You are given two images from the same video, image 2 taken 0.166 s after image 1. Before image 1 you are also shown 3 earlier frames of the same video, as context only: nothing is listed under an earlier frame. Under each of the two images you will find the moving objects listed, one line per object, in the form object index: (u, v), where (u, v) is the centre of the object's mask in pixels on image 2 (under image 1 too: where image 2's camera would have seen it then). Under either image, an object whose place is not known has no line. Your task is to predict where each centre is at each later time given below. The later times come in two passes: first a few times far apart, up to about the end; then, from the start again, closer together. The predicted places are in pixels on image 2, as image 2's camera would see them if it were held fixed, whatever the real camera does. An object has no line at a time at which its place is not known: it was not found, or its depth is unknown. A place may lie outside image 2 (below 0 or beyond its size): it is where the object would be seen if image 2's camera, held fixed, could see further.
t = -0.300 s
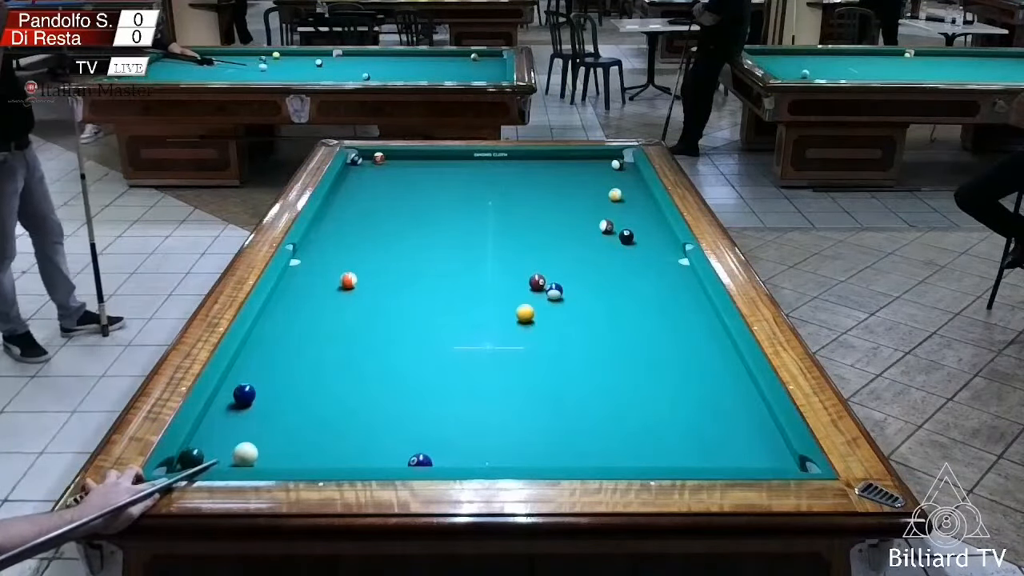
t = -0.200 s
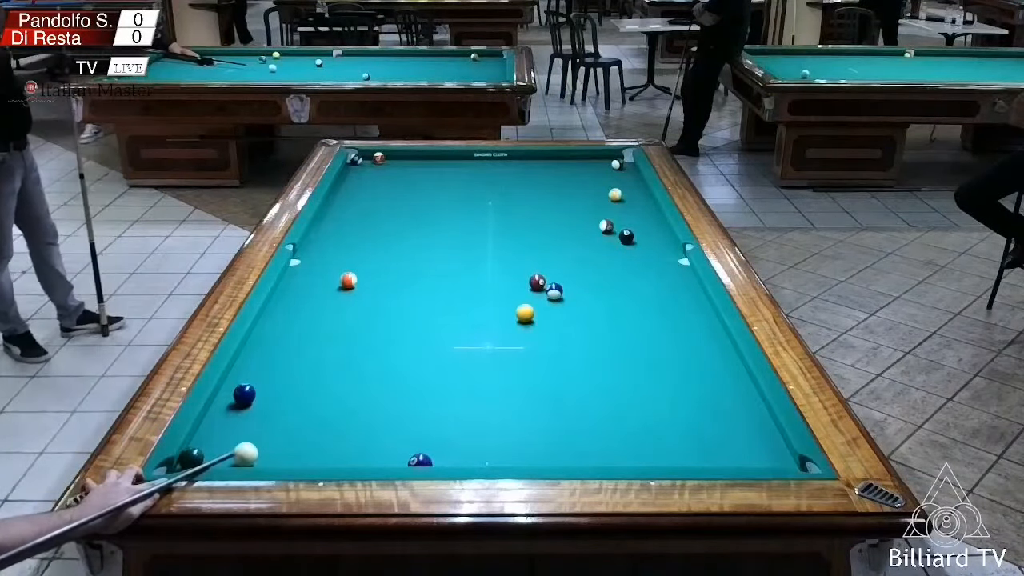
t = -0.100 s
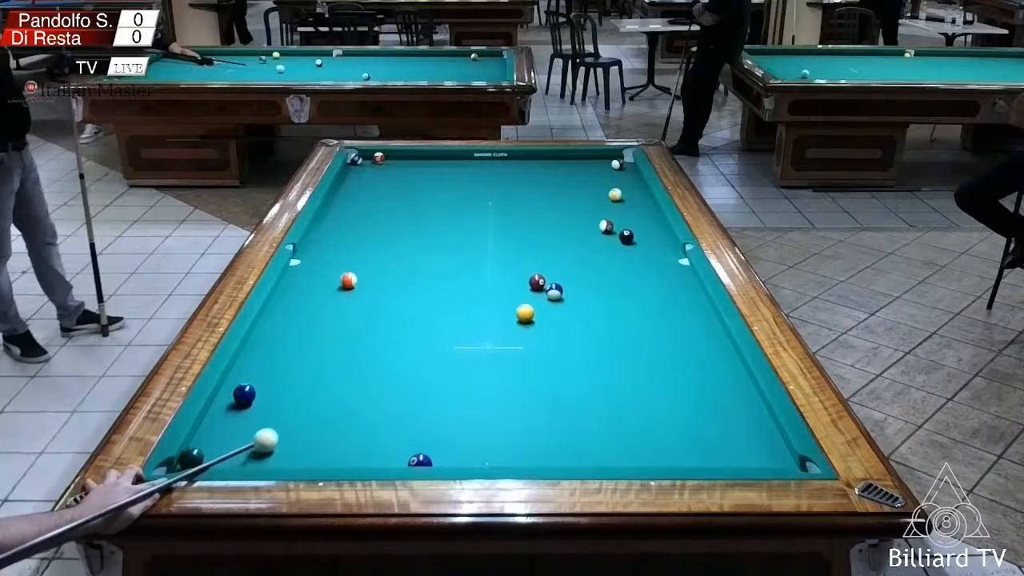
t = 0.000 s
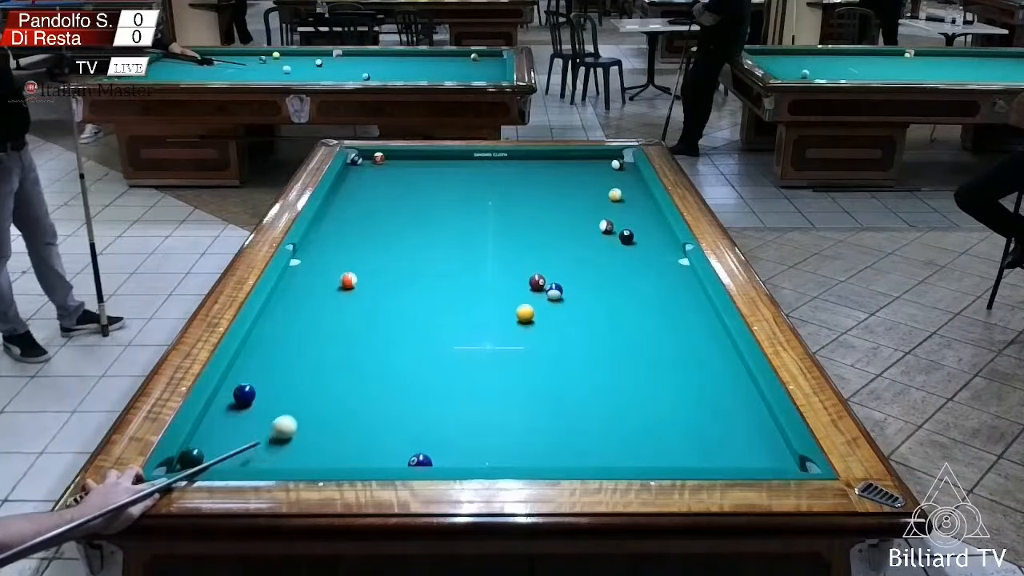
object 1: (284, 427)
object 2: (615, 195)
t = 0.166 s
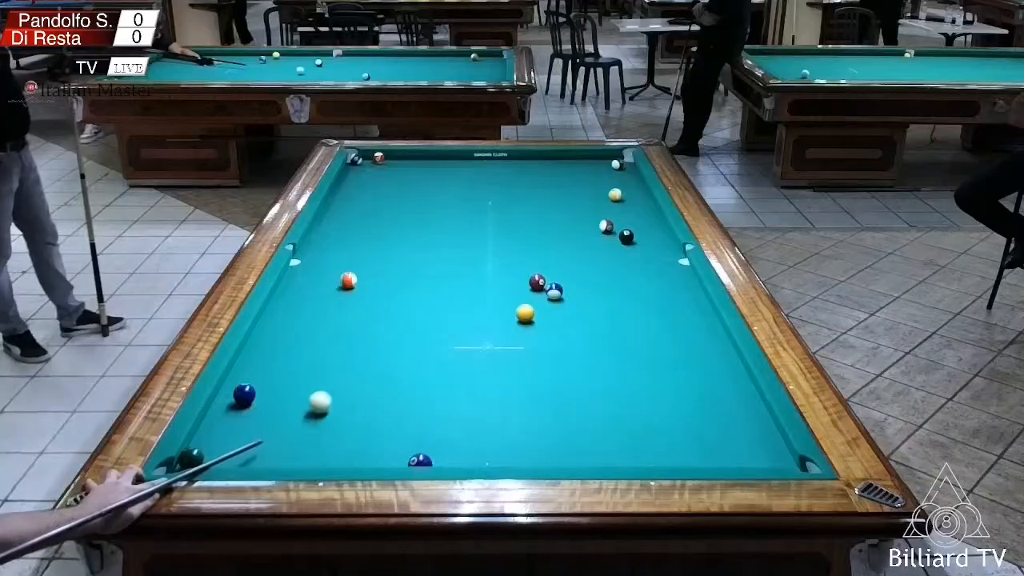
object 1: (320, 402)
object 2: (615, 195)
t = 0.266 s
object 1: (342, 387)
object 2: (615, 195)
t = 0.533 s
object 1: (385, 357)
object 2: (615, 195)
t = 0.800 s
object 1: (425, 329)
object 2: (615, 195)
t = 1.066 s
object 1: (460, 305)
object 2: (615, 195)
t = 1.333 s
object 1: (490, 283)
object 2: (615, 195)
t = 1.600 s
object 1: (517, 264)
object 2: (615, 195)
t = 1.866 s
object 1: (540, 247)
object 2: (615, 195)
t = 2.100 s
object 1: (559, 234)
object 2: (615, 195)
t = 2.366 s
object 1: (578, 220)
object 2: (615, 195)
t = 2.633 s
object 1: (595, 209)
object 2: (615, 195)
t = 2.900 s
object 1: (610, 198)
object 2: (618, 193)
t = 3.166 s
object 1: (615, 197)
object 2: (625, 187)
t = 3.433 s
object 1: (619, 195)
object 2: (632, 181)
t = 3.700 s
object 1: (622, 193)
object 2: (635, 176)
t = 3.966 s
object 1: (626, 192)
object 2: (628, 173)
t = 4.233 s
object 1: (628, 191)
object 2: (622, 170)
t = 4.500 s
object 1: (630, 190)
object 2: (617, 168)
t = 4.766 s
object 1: (632, 189)
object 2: (611, 166)
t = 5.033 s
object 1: (634, 188)
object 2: (606, 165)
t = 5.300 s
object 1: (635, 188)
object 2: (601, 164)
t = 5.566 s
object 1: (636, 188)
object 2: (596, 164)
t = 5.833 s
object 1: (637, 187)
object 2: (593, 163)
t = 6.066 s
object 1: (637, 187)
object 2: (591, 163)
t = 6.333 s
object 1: (637, 188)
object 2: (589, 163)
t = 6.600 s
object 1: (637, 188)
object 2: (588, 163)
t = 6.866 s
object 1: (637, 188)
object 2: (587, 163)
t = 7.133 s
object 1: (637, 188)
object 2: (587, 163)
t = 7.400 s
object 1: (637, 187)
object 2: (587, 163)
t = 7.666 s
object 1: (637, 188)
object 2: (587, 163)
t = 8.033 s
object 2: (587, 162)
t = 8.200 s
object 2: (587, 163)
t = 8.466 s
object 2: (587, 163)
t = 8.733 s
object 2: (587, 163)
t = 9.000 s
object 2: (587, 163)
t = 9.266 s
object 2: (587, 163)
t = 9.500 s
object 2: (587, 163)
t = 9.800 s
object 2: (587, 163)
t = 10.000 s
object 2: (587, 163)
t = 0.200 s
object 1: (330, 395)
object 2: (615, 195)
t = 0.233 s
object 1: (336, 391)
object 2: (615, 195)
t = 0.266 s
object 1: (342, 387)
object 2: (615, 195)
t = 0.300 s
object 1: (349, 382)
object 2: (615, 195)
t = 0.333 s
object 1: (351, 381)
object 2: (615, 195)
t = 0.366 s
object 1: (357, 376)
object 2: (615, 195)
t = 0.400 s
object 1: (363, 372)
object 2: (615, 195)
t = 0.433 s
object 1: (369, 368)
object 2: (615, 195)
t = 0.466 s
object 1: (375, 364)
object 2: (615, 195)
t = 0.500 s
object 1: (380, 360)
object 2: (615, 195)
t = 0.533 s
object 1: (385, 357)
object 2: (615, 195)
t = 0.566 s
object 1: (391, 353)
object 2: (615, 195)
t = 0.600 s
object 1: (398, 348)
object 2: (615, 195)
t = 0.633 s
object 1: (403, 344)
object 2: (615, 195)
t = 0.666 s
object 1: (406, 343)
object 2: (615, 195)
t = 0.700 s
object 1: (411, 339)
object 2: (615, 195)
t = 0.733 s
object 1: (416, 335)
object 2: (615, 195)
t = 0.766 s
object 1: (421, 332)
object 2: (615, 195)
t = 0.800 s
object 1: (425, 329)
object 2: (615, 195)
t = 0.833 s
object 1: (430, 325)
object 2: (615, 195)
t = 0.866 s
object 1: (434, 323)
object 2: (615, 195)
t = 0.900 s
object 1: (439, 319)
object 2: (615, 195)
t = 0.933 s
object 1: (443, 317)
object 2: (615, 195)
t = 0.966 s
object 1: (447, 314)
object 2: (615, 195)
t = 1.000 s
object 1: (454, 309)
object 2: (615, 195)
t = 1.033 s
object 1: (458, 306)
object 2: (615, 195)
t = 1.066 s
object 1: (460, 305)
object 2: (615, 195)
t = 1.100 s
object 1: (464, 302)
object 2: (615, 195)
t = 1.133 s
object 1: (467, 299)
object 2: (615, 195)
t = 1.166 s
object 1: (471, 296)
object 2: (615, 195)
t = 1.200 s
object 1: (475, 294)
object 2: (615, 195)
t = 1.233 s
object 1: (479, 291)
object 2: (615, 195)
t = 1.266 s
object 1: (483, 288)
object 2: (615, 195)
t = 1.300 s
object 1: (486, 286)
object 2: (615, 195)
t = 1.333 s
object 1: (490, 283)
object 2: (615, 195)
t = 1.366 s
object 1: (493, 281)
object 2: (615, 195)
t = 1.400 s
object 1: (498, 277)
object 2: (615, 195)
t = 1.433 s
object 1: (500, 276)
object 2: (615, 195)
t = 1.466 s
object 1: (503, 274)
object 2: (615, 195)
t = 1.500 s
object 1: (507, 271)
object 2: (615, 195)
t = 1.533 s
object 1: (510, 269)
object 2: (615, 195)
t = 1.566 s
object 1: (513, 266)
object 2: (615, 195)
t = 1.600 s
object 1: (517, 264)
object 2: (615, 195)
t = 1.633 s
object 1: (520, 262)
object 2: (615, 195)
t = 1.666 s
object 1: (523, 260)
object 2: (615, 195)
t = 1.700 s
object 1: (526, 258)
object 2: (615, 195)
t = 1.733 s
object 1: (529, 256)
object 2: (615, 195)
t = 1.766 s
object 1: (532, 253)
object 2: (615, 195)
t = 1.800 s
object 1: (535, 251)
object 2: (615, 195)
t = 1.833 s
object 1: (537, 250)
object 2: (615, 195)
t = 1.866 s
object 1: (540, 247)
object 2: (615, 195)
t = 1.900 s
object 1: (543, 246)
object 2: (615, 195)
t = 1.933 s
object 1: (546, 244)
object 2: (615, 195)
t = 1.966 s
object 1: (548, 242)
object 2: (615, 195)
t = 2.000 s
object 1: (551, 240)
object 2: (615, 195)
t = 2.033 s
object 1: (554, 238)
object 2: (615, 195)
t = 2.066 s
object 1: (556, 236)
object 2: (615, 195)
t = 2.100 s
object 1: (559, 234)
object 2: (615, 195)
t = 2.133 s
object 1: (562, 233)
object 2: (615, 195)
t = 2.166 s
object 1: (564, 231)
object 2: (615, 195)
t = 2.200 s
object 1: (567, 229)
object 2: (615, 195)
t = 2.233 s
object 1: (568, 228)
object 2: (615, 195)
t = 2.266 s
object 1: (571, 226)
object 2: (615, 195)
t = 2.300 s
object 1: (574, 224)
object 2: (615, 195)
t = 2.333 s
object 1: (576, 222)
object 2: (615, 195)
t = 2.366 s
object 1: (578, 220)
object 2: (615, 195)
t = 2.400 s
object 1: (580, 219)
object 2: (615, 195)
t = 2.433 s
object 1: (583, 217)
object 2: (615, 195)
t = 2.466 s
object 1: (585, 216)
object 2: (615, 195)
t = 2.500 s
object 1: (587, 214)
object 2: (615, 195)
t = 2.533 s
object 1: (589, 213)
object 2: (615, 195)
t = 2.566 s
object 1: (591, 212)
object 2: (615, 195)
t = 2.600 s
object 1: (594, 210)
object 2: (615, 195)
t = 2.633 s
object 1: (595, 209)
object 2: (615, 195)
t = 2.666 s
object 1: (598, 207)
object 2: (615, 195)
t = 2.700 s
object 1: (600, 205)
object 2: (615, 195)
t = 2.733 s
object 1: (602, 204)
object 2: (615, 195)
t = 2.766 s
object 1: (604, 203)
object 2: (615, 194)
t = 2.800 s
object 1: (606, 201)
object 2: (616, 194)
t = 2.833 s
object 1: (608, 200)
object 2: (616, 194)
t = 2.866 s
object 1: (609, 199)
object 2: (616, 193)
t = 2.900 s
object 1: (610, 198)
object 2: (618, 193)
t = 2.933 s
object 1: (611, 198)
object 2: (618, 192)
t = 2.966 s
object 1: (611, 198)
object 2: (619, 191)
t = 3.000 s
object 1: (612, 198)
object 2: (620, 190)
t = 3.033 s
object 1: (613, 197)
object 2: (621, 189)
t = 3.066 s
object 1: (613, 197)
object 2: (622, 189)
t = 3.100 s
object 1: (614, 197)
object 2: (623, 188)
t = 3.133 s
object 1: (614, 197)
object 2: (624, 187)
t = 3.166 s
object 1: (615, 197)
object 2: (625, 187)
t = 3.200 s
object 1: (615, 196)
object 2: (626, 186)
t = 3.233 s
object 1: (616, 196)
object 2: (626, 185)
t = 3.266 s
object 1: (616, 196)
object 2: (627, 185)
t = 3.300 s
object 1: (617, 196)
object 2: (627, 184)
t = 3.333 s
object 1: (618, 195)
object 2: (628, 184)
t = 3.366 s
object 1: (618, 195)
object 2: (630, 183)
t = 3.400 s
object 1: (619, 195)
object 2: (631, 182)
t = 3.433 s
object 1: (619, 195)
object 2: (632, 181)
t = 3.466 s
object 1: (620, 194)
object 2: (633, 180)
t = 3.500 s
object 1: (620, 194)
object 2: (634, 180)
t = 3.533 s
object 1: (620, 194)
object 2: (635, 179)
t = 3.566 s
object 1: (621, 194)
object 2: (635, 178)
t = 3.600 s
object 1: (621, 194)
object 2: (636, 177)
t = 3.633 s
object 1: (622, 193)
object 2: (636, 177)
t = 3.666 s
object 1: (622, 193)
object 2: (636, 177)
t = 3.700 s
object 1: (622, 193)
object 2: (635, 176)
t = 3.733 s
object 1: (623, 193)
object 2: (634, 176)
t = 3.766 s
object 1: (623, 193)
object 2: (634, 175)
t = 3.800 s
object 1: (624, 193)
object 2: (632, 174)
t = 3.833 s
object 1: (624, 192)
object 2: (631, 174)
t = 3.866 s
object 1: (625, 192)
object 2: (631, 174)
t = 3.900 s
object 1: (625, 192)
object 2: (630, 174)
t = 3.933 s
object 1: (625, 192)
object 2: (629, 173)
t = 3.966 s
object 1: (626, 192)
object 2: (628, 173)
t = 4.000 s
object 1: (626, 192)
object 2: (627, 172)
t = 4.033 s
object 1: (626, 192)
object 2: (627, 172)
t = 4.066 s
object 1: (627, 192)
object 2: (626, 172)
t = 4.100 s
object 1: (627, 191)
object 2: (625, 171)
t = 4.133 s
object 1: (627, 191)
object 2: (624, 171)
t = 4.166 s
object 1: (628, 191)
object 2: (623, 170)
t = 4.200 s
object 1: (628, 191)
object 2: (623, 170)
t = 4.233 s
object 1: (628, 191)
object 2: (622, 170)
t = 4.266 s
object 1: (629, 191)
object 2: (621, 169)
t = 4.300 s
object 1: (629, 191)
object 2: (621, 169)
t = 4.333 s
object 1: (629, 191)
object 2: (620, 169)
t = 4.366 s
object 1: (629, 190)
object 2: (619, 169)
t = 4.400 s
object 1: (630, 190)
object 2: (619, 168)
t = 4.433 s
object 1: (630, 190)
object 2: (618, 168)
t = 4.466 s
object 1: (630, 190)
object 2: (618, 168)
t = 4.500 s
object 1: (630, 190)
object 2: (617, 168)
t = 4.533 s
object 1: (631, 190)
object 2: (616, 168)
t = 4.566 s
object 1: (631, 190)
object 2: (615, 167)
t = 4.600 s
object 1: (631, 189)
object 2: (614, 167)
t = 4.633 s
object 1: (631, 189)
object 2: (613, 167)
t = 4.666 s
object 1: (632, 189)
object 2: (612, 167)
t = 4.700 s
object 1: (632, 189)
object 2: (611, 167)
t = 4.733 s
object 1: (632, 189)
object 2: (611, 166)
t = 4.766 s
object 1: (632, 189)
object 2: (611, 166)
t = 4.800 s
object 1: (633, 189)
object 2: (610, 166)
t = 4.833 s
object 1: (633, 189)
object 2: (609, 166)
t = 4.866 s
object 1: (633, 189)
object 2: (609, 166)
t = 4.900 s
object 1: (633, 188)
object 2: (608, 166)
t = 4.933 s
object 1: (633, 188)
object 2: (608, 166)
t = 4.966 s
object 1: (634, 188)
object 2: (607, 166)
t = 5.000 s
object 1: (634, 188)
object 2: (606, 165)
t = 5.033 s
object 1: (634, 188)
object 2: (606, 165)
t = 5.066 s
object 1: (634, 188)
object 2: (605, 165)
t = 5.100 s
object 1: (634, 188)
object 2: (604, 165)
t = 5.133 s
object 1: (635, 188)
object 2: (604, 165)
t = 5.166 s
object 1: (635, 188)
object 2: (603, 165)
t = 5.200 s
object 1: (635, 188)
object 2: (602, 165)
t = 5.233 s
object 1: (635, 188)
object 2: (602, 164)
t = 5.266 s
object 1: (635, 188)
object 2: (601, 164)
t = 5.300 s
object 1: (635, 188)
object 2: (601, 164)
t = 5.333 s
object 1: (636, 188)
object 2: (600, 164)
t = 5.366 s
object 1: (636, 188)
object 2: (599, 164)
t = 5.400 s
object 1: (636, 188)
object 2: (599, 164)
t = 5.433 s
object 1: (636, 188)
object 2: (598, 164)
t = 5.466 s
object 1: (636, 188)
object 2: (598, 164)
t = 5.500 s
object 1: (636, 188)
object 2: (597, 164)
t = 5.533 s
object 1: (636, 188)
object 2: (597, 164)
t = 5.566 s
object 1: (636, 188)
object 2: (596, 164)
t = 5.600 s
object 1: (636, 188)
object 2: (596, 164)
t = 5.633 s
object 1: (636, 188)
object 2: (596, 164)
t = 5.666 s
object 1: (637, 188)
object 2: (595, 164)
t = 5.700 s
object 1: (637, 188)
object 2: (595, 164)
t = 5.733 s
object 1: (637, 187)
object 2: (594, 164)
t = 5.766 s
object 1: (637, 187)
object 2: (594, 164)
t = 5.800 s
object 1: (637, 187)
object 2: (594, 163)
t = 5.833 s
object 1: (637, 187)
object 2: (593, 163)
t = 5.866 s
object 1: (637, 187)
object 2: (593, 163)
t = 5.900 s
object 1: (637, 187)
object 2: (593, 163)
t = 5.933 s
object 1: (637, 187)
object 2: (592, 163)
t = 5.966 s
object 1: (637, 187)
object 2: (592, 163)
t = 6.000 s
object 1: (637, 187)
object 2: (592, 163)
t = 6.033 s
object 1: (637, 187)
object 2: (591, 163)
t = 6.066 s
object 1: (637, 187)
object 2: (591, 163)
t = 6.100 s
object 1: (637, 187)
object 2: (591, 163)
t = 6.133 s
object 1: (637, 187)
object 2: (590, 163)
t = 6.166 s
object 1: (637, 187)
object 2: (590, 163)
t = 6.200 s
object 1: (637, 187)
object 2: (590, 163)
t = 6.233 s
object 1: (637, 187)
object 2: (590, 163)
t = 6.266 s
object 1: (637, 188)
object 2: (590, 163)
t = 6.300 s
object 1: (637, 188)
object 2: (589, 163)
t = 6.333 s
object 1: (637, 188)
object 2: (589, 163)
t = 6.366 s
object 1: (637, 188)
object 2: (589, 163)
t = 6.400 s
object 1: (637, 187)
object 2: (589, 163)
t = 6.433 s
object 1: (637, 188)
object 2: (589, 163)
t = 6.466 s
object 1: (637, 188)
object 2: (589, 163)
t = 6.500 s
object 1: (637, 188)
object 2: (588, 163)
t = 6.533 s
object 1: (637, 188)
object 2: (588, 163)
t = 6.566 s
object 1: (637, 188)
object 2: (588, 163)
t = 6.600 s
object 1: (637, 188)
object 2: (588, 163)
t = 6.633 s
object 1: (637, 188)
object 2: (588, 163)
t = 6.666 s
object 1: (637, 188)
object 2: (588, 163)
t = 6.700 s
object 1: (637, 188)
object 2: (587, 163)
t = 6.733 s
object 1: (637, 188)
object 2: (587, 163)
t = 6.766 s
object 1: (637, 188)
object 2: (587, 163)
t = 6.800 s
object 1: (637, 188)
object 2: (587, 163)
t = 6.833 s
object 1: (637, 188)
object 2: (587, 163)
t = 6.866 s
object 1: (637, 188)
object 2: (587, 163)
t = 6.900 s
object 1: (637, 188)
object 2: (587, 163)
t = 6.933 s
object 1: (637, 188)
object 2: (587, 163)
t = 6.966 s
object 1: (637, 188)
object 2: (587, 163)
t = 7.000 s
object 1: (637, 188)
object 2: (587, 163)
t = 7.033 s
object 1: (637, 188)
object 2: (587, 163)
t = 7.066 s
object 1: (637, 187)
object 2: (587, 163)
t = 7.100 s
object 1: (637, 188)
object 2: (587, 163)
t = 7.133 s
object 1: (637, 188)
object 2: (587, 163)
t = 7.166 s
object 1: (637, 187)
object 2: (587, 163)
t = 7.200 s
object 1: (637, 187)
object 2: (587, 163)
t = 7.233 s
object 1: (637, 187)
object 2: (587, 163)
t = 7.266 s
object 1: (637, 187)
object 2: (587, 163)
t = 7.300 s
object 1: (637, 187)
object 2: (587, 163)
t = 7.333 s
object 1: (637, 188)
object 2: (587, 163)
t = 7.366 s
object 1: (637, 188)
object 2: (587, 163)
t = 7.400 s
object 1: (637, 187)
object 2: (587, 163)
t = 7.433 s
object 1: (637, 188)
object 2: (587, 163)
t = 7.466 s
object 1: (637, 188)
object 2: (587, 163)
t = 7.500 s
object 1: (637, 188)
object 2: (587, 163)
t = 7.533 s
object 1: (637, 188)
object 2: (587, 163)
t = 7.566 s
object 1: (637, 188)
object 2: (587, 163)
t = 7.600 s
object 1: (637, 188)
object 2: (587, 163)
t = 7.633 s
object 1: (637, 188)
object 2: (587, 163)
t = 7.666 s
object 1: (637, 188)
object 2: (587, 163)
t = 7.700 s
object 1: (637, 188)
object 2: (587, 163)
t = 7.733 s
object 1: (637, 187)
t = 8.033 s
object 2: (587, 162)
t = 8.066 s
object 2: (587, 163)
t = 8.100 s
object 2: (587, 163)
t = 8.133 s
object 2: (587, 163)
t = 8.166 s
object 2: (587, 163)
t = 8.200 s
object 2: (587, 163)
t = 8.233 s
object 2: (587, 163)
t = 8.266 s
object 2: (587, 163)
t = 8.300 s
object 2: (587, 163)
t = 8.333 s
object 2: (587, 163)
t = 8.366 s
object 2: (587, 163)
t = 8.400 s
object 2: (587, 163)
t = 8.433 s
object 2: (587, 163)
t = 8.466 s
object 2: (587, 163)
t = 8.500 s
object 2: (587, 163)
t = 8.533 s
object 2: (587, 163)
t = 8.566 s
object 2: (587, 163)
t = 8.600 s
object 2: (587, 163)
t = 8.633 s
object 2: (587, 163)
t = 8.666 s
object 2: (587, 163)
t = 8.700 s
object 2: (587, 163)
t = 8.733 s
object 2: (587, 163)
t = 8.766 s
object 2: (587, 163)
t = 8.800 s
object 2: (587, 163)
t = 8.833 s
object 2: (587, 163)
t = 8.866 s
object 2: (587, 163)
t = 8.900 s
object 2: (587, 163)
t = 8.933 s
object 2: (587, 163)
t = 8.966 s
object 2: (587, 163)
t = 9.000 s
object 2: (587, 163)
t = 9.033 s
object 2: (587, 163)
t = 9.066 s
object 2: (587, 163)
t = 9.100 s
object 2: (587, 163)
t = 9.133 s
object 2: (587, 163)
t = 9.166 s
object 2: (587, 163)
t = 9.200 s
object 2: (587, 163)
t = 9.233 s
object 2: (587, 163)
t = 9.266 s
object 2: (587, 163)
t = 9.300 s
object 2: (587, 163)
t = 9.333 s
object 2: (587, 163)
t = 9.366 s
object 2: (587, 163)
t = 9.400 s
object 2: (587, 163)
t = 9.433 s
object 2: (587, 163)
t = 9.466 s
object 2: (587, 163)
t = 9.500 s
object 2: (587, 163)
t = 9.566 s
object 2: (587, 163)
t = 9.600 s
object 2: (587, 163)
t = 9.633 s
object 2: (587, 163)
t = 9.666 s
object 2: (587, 163)
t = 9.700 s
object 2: (587, 163)
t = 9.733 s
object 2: (587, 163)
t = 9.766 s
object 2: (587, 163)
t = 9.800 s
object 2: (587, 163)
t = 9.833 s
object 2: (587, 163)
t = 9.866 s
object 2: (587, 163)
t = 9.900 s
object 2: (587, 163)
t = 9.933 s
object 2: (587, 163)
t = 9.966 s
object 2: (587, 163)
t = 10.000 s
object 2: (587, 163)
